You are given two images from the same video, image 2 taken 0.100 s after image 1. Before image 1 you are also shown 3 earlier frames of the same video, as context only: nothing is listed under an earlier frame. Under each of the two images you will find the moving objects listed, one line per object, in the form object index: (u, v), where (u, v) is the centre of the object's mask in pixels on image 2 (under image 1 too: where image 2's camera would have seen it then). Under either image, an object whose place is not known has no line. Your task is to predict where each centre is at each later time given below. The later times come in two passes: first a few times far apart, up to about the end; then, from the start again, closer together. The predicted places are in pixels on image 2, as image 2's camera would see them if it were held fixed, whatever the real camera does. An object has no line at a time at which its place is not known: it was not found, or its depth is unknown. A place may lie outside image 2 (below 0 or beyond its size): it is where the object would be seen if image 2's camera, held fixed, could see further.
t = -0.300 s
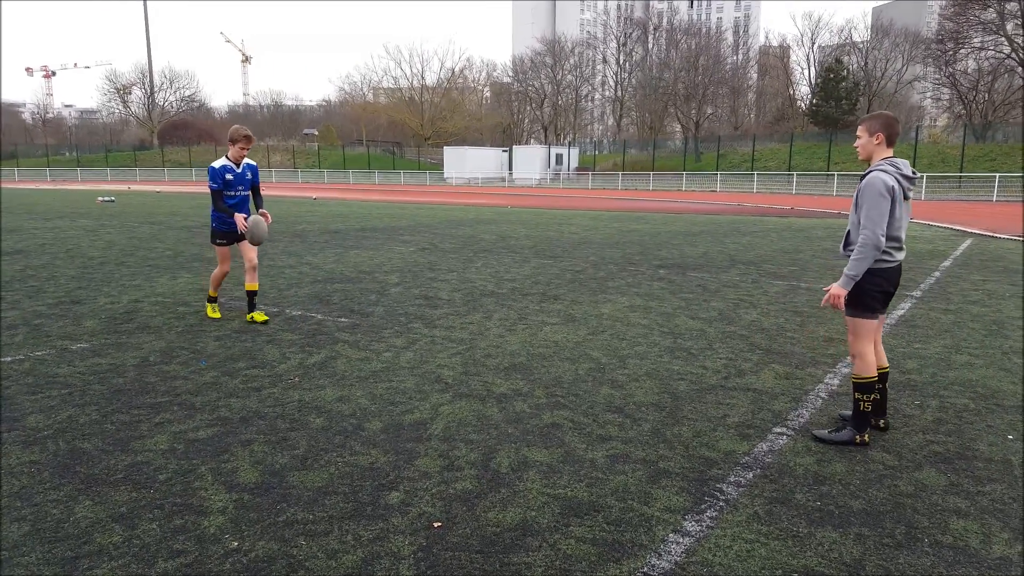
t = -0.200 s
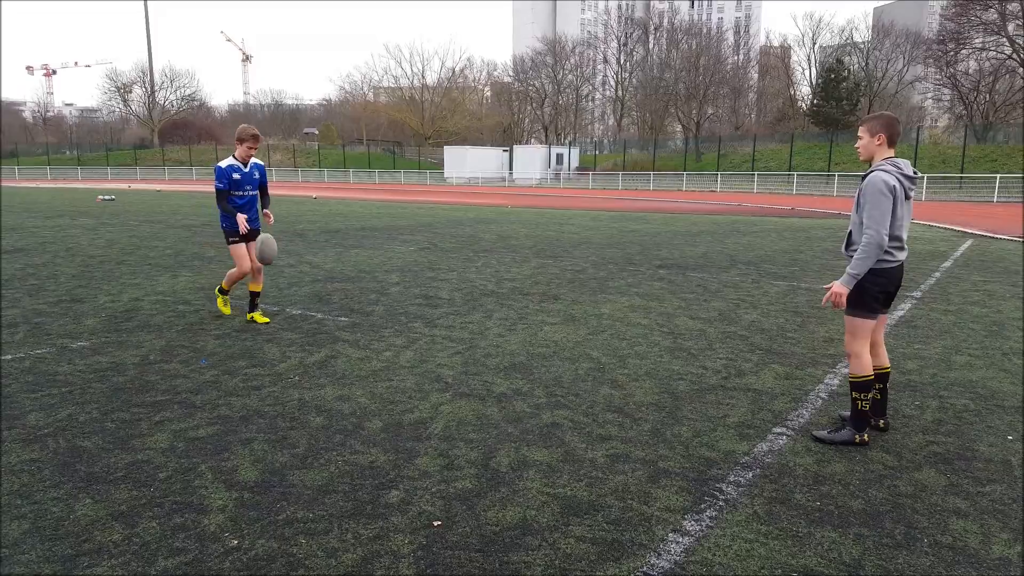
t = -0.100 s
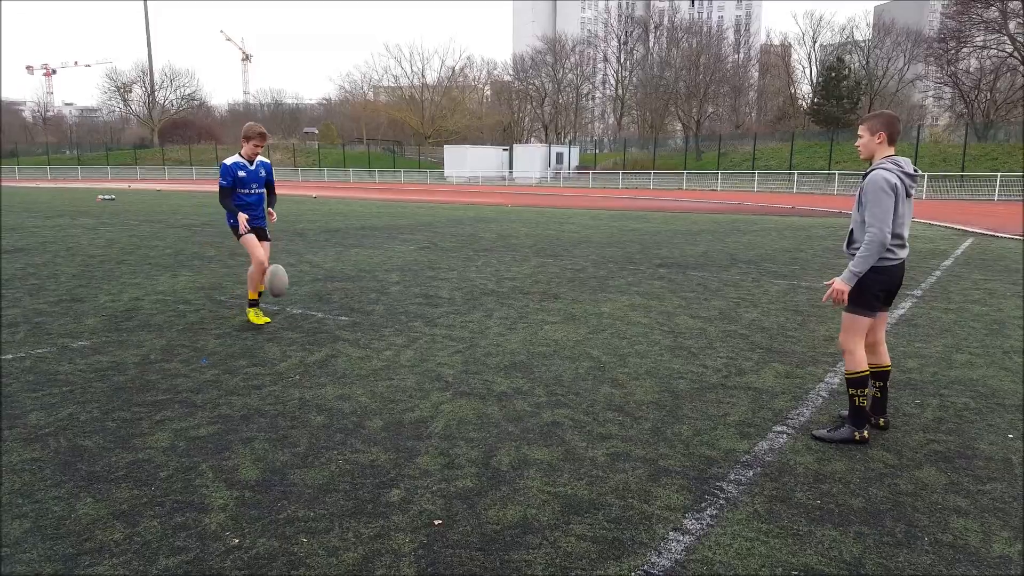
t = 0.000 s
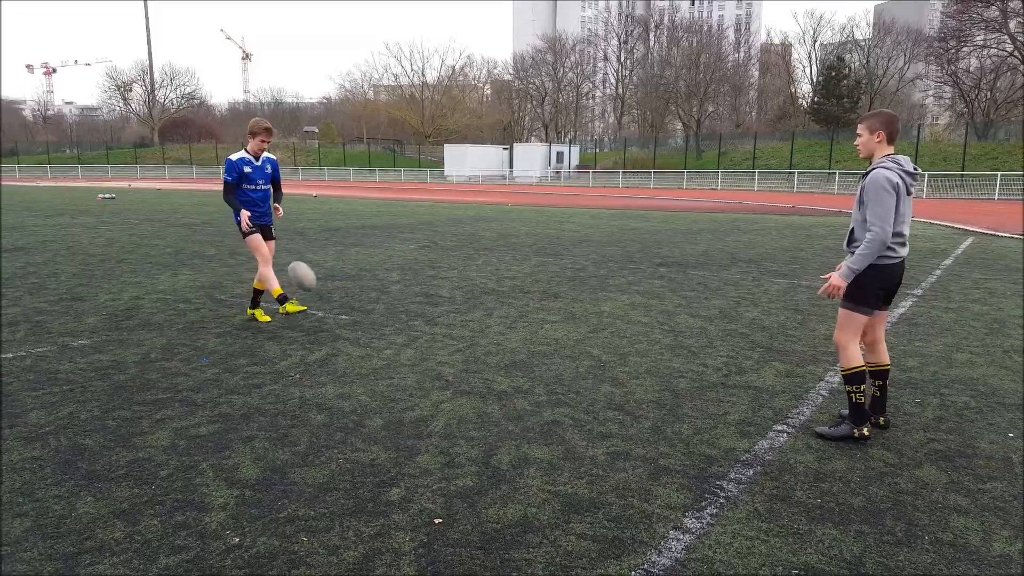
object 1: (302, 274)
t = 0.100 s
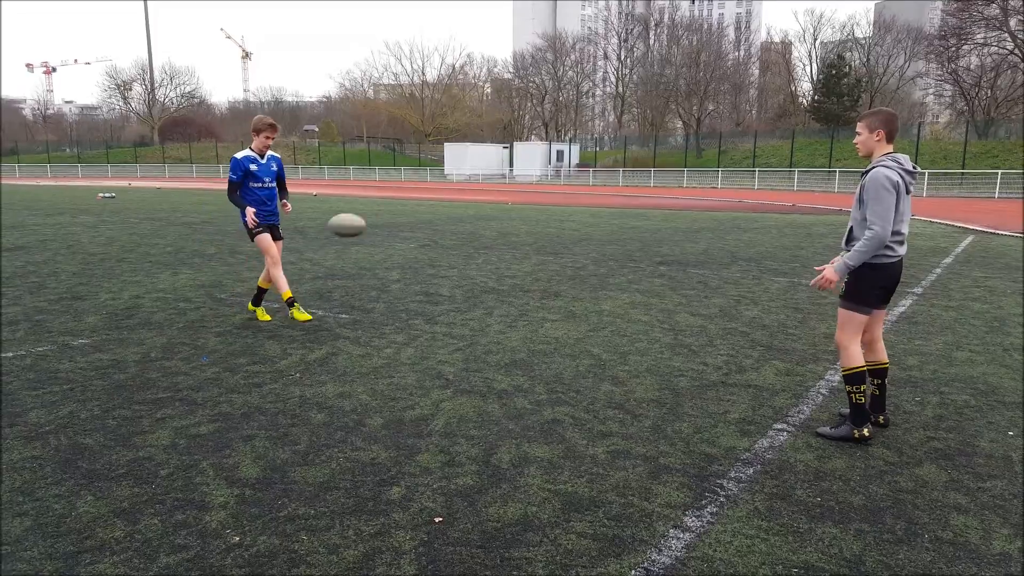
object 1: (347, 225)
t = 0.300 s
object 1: (454, 143)
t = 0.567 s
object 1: (648, 103)
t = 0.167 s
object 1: (379, 195)
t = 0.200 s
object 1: (397, 181)
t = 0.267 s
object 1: (434, 155)
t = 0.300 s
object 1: (454, 143)
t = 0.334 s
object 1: (475, 133)
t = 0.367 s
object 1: (497, 124)
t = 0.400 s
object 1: (519, 117)
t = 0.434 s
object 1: (543, 111)
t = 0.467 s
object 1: (566, 106)
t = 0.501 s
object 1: (592, 103)
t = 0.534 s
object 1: (620, 103)
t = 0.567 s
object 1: (648, 103)
